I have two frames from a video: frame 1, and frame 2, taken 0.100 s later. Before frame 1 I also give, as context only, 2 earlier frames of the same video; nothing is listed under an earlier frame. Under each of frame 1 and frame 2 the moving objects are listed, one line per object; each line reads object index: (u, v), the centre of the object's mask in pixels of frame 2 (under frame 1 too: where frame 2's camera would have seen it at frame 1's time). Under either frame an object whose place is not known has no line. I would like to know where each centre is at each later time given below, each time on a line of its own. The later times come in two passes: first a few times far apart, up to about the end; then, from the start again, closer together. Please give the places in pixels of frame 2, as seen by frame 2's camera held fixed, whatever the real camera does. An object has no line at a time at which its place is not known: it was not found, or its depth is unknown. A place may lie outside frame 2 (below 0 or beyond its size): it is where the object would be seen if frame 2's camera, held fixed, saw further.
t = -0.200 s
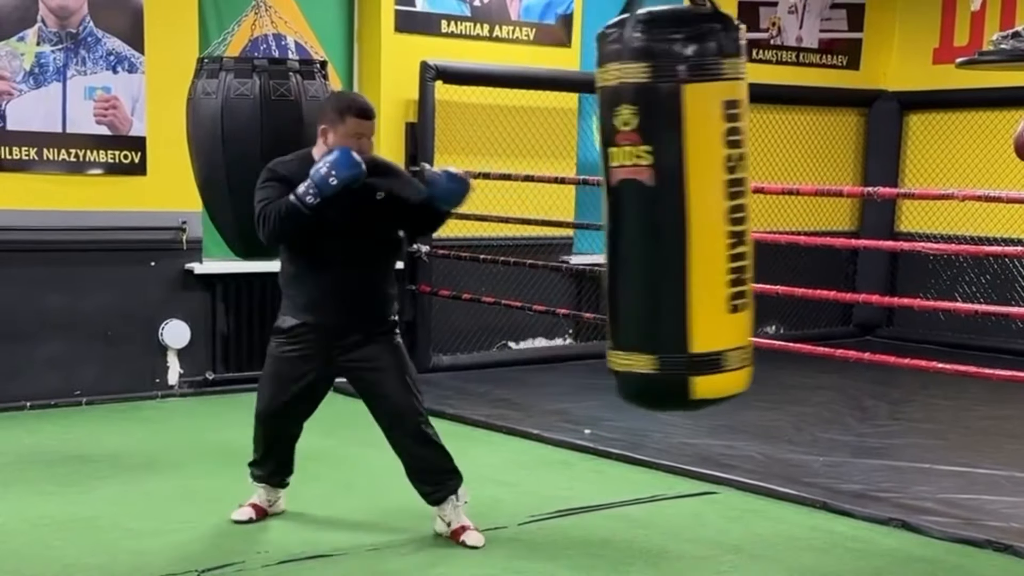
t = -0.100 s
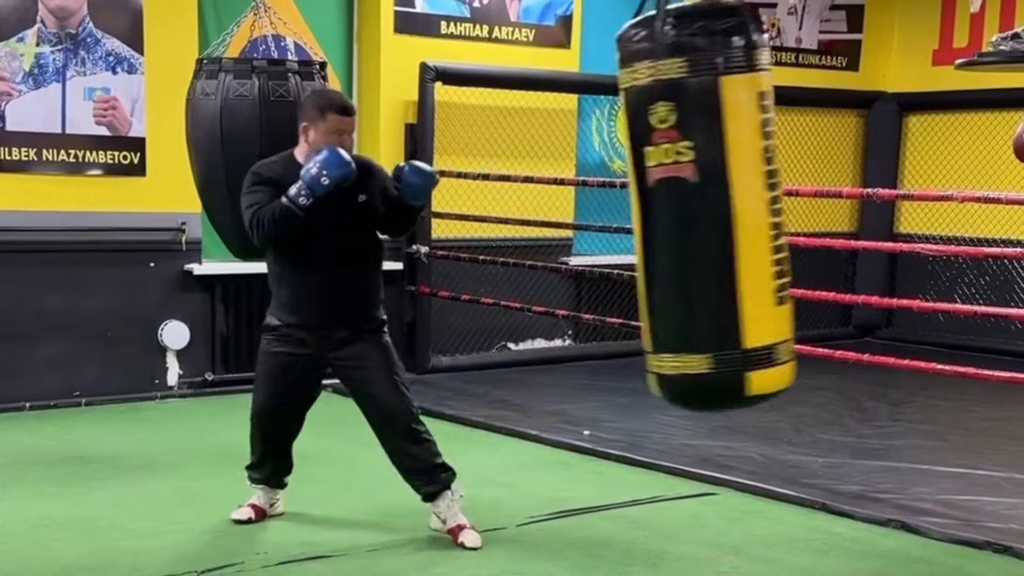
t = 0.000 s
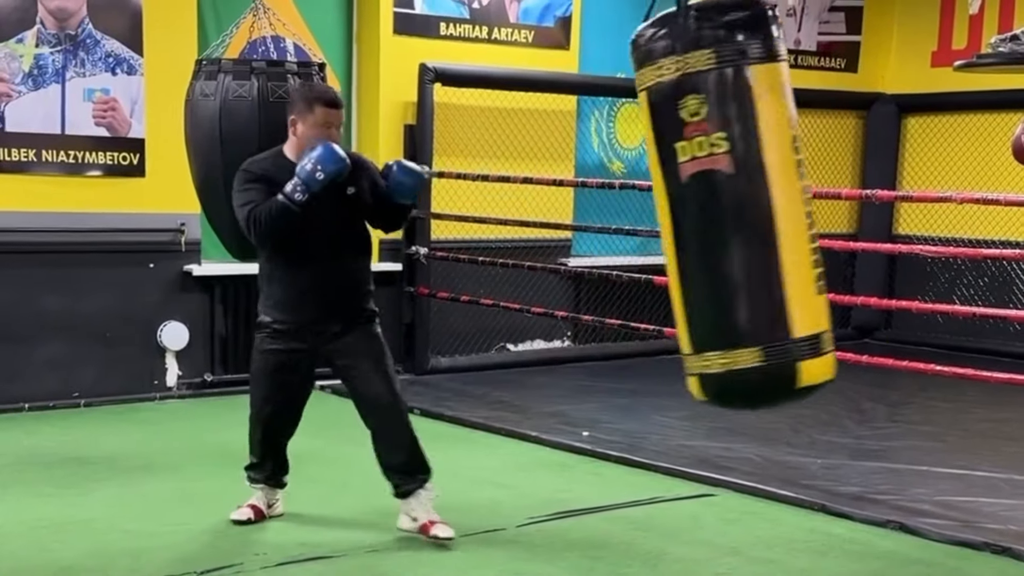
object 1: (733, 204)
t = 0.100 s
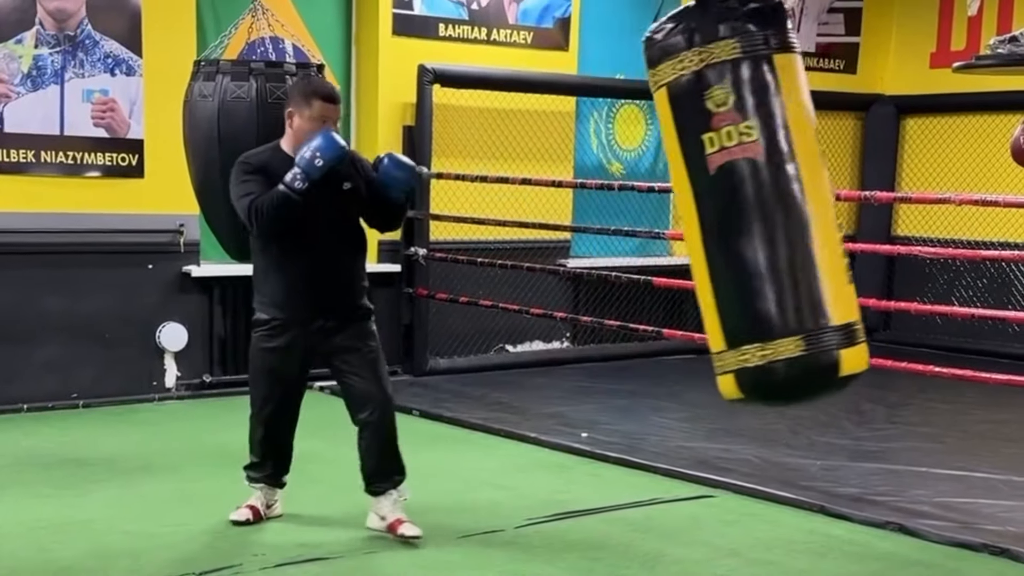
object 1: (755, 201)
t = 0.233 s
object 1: (778, 197)
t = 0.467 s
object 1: (782, 194)
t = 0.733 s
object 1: (730, 201)
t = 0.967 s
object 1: (652, 208)
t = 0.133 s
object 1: (761, 199)
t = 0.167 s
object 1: (768, 199)
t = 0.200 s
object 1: (773, 197)
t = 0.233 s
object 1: (778, 197)
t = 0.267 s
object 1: (782, 196)
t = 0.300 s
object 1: (784, 196)
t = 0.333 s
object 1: (785, 195)
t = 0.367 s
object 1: (785, 195)
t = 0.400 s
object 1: (785, 194)
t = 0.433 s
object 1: (785, 194)
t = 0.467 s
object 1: (782, 194)
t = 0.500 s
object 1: (779, 194)
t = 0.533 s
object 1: (774, 195)
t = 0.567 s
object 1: (769, 195)
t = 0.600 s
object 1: (763, 196)
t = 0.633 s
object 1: (756, 197)
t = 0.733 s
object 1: (730, 201)
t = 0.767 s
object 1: (719, 203)
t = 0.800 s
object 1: (709, 205)
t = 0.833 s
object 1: (698, 206)
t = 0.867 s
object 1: (688, 207)
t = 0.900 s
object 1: (676, 208)
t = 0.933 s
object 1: (664, 207)
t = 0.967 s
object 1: (652, 208)
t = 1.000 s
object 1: (641, 208)
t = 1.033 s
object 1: (627, 208)
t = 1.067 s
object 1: (615, 208)
